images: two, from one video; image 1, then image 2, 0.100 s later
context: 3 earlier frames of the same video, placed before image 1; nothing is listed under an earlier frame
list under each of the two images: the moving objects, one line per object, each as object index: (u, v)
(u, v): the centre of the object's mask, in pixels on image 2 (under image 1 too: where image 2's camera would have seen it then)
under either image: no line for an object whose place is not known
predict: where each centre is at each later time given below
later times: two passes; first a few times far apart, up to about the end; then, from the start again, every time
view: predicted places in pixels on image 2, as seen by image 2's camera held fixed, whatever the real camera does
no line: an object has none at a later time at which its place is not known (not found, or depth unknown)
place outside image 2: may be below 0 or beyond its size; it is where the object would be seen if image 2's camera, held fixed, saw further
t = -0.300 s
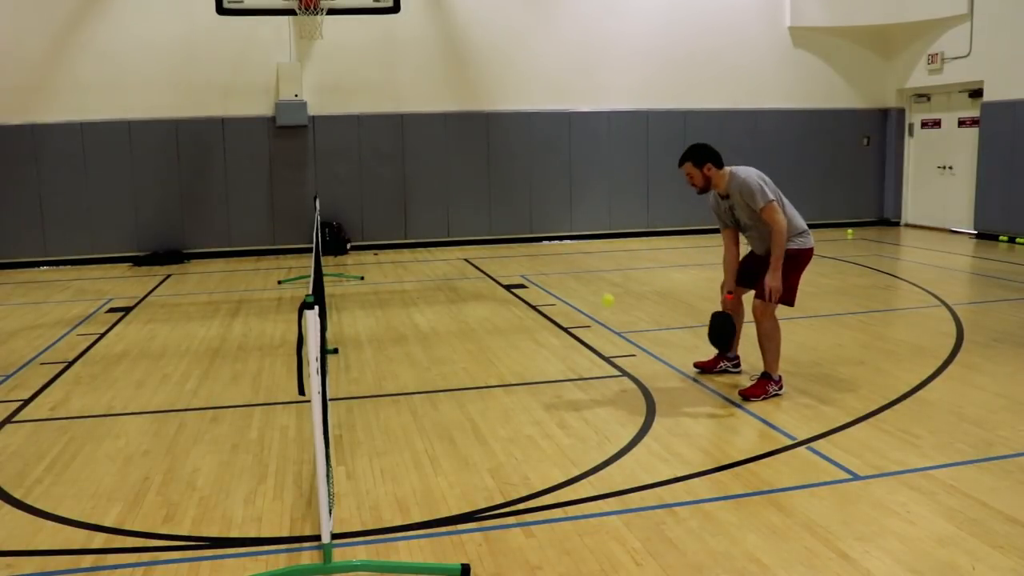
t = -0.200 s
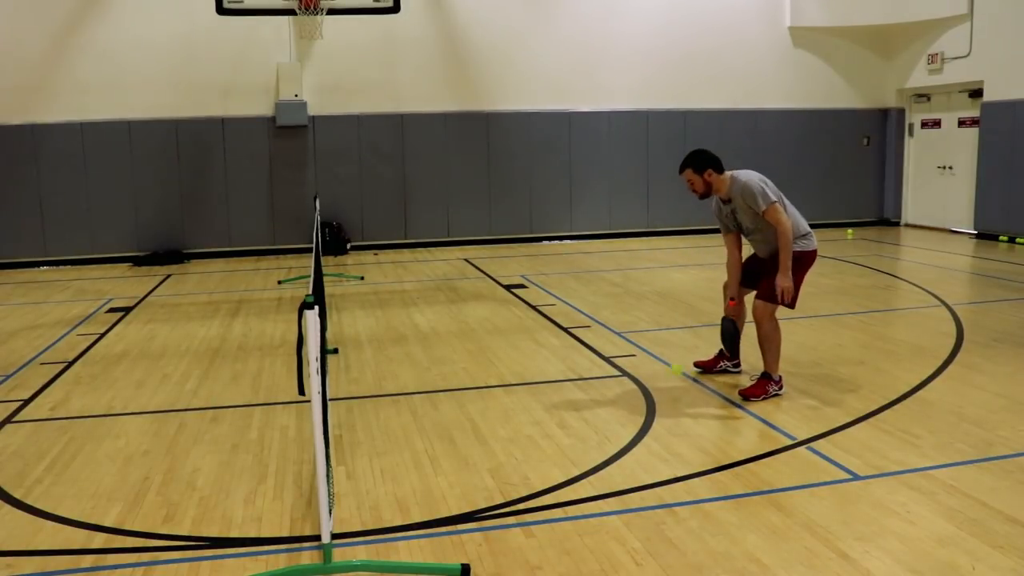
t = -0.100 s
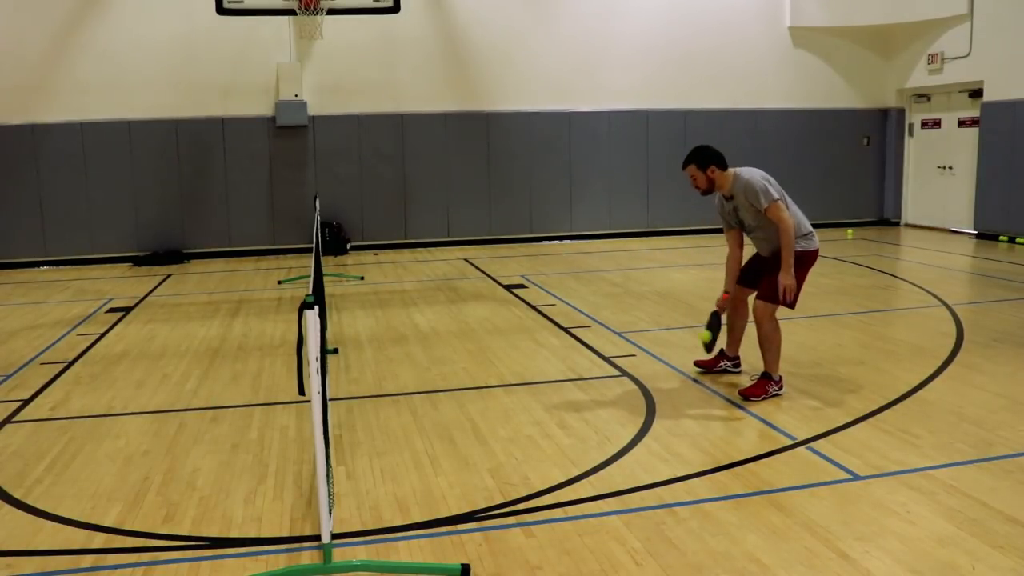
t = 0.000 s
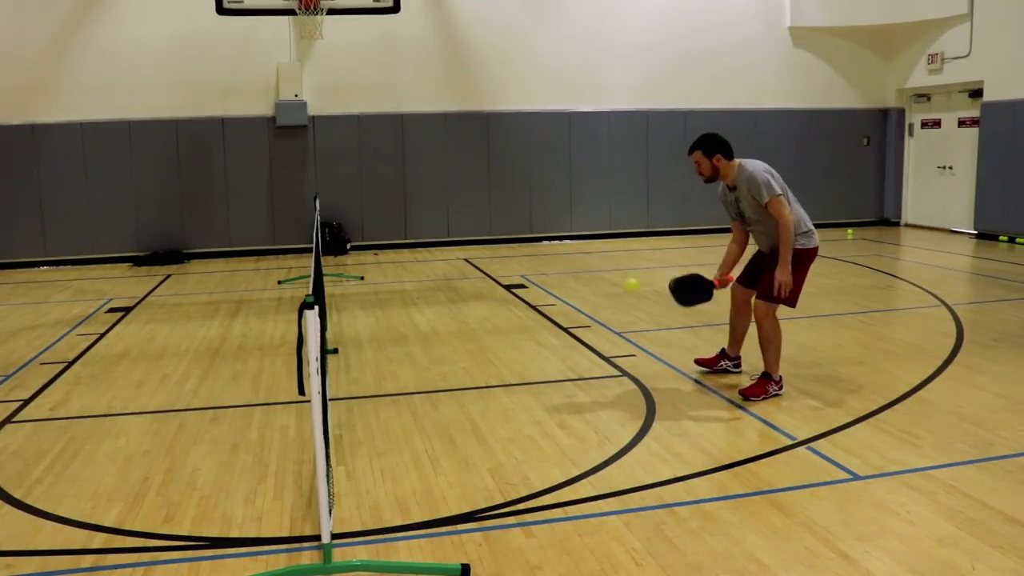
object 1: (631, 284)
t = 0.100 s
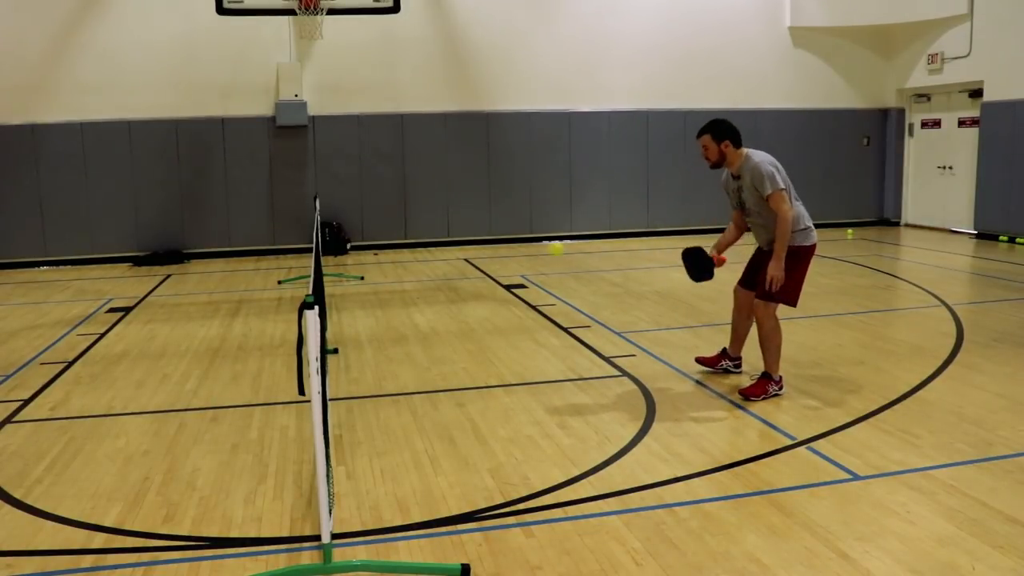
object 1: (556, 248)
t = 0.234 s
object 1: (453, 226)
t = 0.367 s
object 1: (351, 234)
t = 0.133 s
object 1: (530, 239)
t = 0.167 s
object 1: (504, 233)
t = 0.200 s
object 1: (479, 228)
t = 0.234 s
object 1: (453, 226)
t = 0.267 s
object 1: (427, 225)
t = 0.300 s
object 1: (402, 226)
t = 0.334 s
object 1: (376, 229)
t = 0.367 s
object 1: (351, 234)
